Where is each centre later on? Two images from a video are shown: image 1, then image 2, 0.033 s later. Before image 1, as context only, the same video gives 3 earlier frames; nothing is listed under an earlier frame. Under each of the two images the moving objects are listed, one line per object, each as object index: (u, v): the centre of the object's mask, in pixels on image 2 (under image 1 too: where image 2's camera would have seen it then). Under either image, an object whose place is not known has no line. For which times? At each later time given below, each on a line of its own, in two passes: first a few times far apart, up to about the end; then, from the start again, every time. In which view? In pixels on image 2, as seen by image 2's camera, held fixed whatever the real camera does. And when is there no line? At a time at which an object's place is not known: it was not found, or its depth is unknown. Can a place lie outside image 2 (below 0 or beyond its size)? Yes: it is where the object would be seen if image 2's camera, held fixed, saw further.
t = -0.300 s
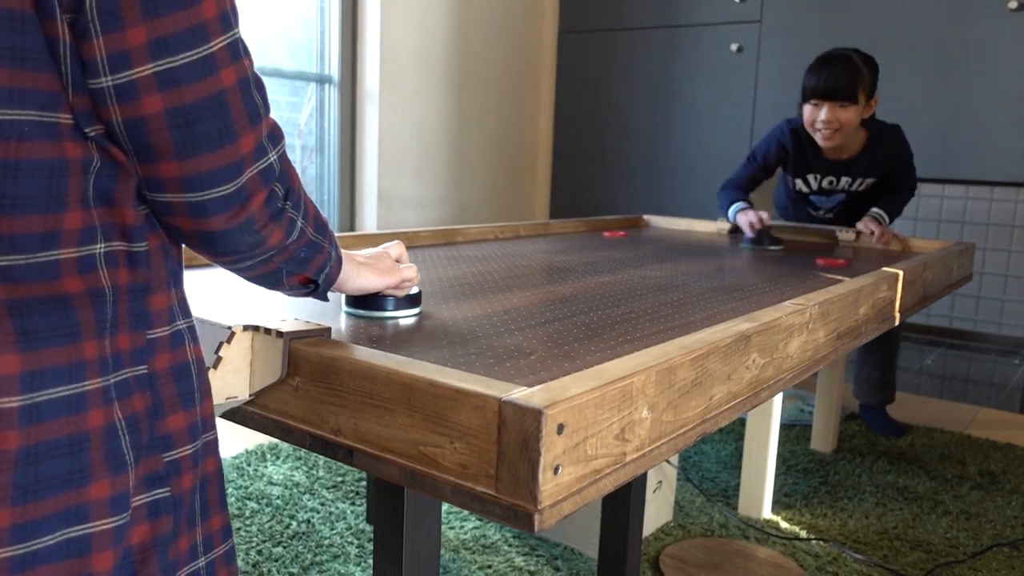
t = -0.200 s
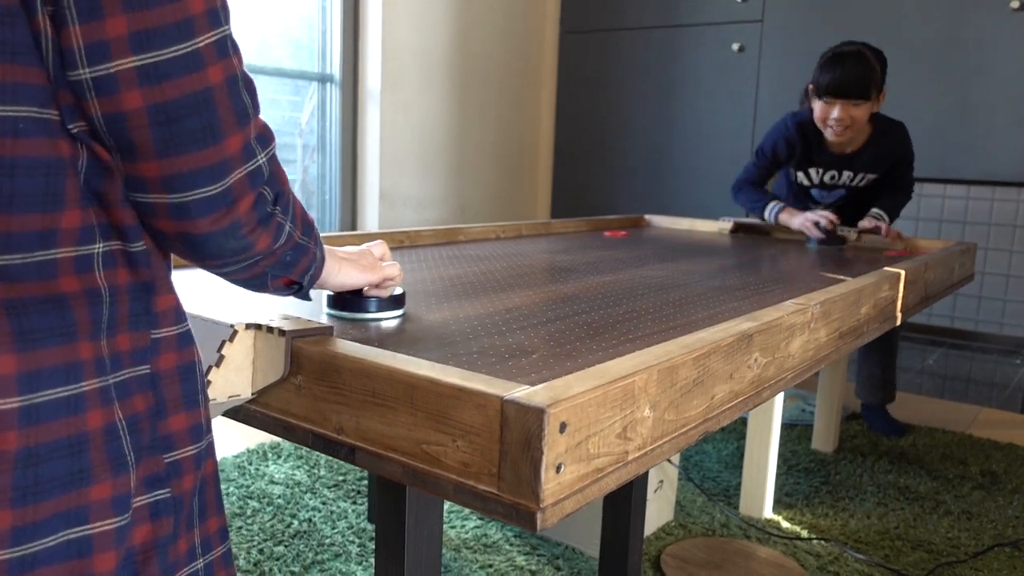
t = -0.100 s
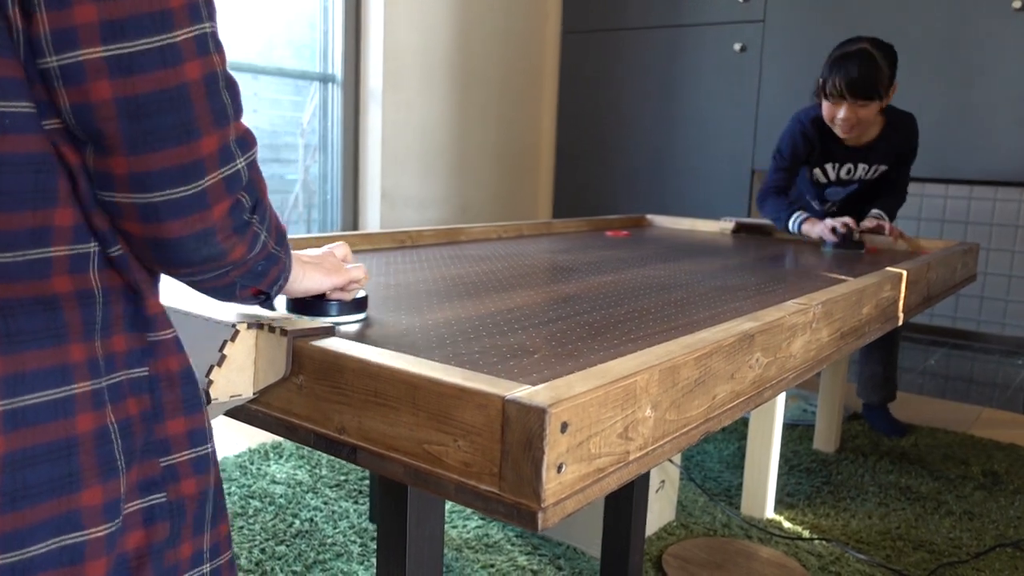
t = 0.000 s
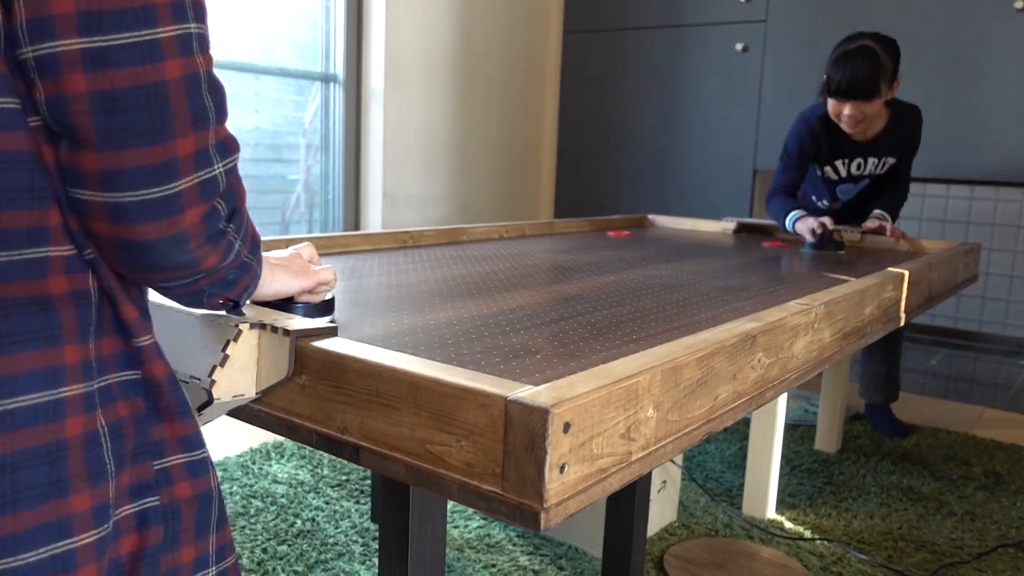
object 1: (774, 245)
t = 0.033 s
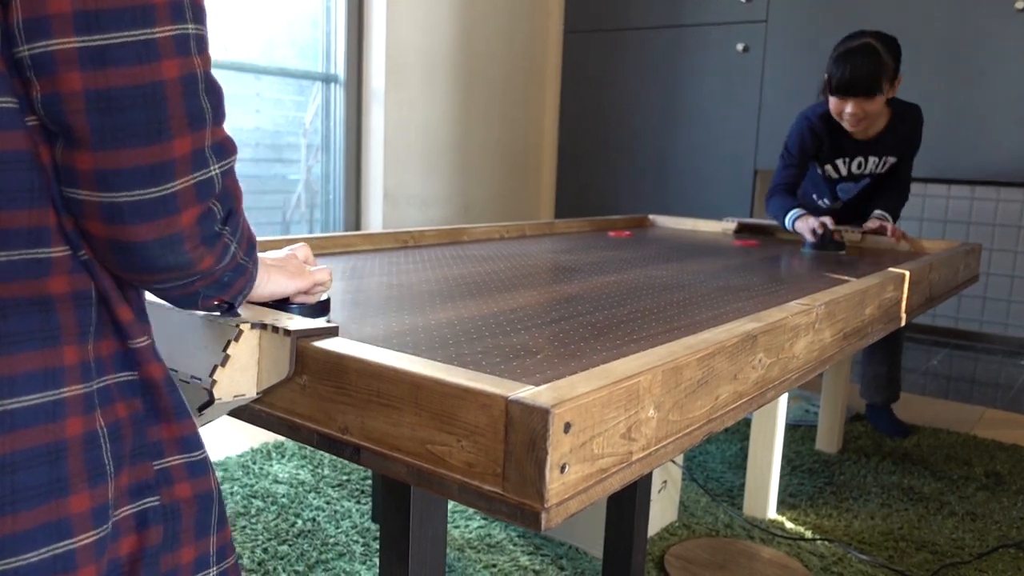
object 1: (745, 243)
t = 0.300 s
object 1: (564, 239)
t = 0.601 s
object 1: (597, 269)
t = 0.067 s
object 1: (715, 242)
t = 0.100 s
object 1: (687, 240)
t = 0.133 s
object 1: (656, 239)
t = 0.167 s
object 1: (623, 236)
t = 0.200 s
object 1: (598, 237)
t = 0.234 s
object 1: (571, 236)
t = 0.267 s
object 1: (561, 237)
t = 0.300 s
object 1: (564, 239)
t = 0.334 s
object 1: (567, 243)
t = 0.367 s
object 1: (569, 245)
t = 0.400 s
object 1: (573, 248)
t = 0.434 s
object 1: (577, 252)
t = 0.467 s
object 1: (581, 254)
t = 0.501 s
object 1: (586, 258)
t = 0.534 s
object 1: (591, 262)
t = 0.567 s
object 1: (593, 267)
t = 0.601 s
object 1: (597, 269)
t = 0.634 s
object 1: (604, 273)
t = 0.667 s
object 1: (613, 276)
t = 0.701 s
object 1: (620, 281)
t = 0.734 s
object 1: (628, 286)
